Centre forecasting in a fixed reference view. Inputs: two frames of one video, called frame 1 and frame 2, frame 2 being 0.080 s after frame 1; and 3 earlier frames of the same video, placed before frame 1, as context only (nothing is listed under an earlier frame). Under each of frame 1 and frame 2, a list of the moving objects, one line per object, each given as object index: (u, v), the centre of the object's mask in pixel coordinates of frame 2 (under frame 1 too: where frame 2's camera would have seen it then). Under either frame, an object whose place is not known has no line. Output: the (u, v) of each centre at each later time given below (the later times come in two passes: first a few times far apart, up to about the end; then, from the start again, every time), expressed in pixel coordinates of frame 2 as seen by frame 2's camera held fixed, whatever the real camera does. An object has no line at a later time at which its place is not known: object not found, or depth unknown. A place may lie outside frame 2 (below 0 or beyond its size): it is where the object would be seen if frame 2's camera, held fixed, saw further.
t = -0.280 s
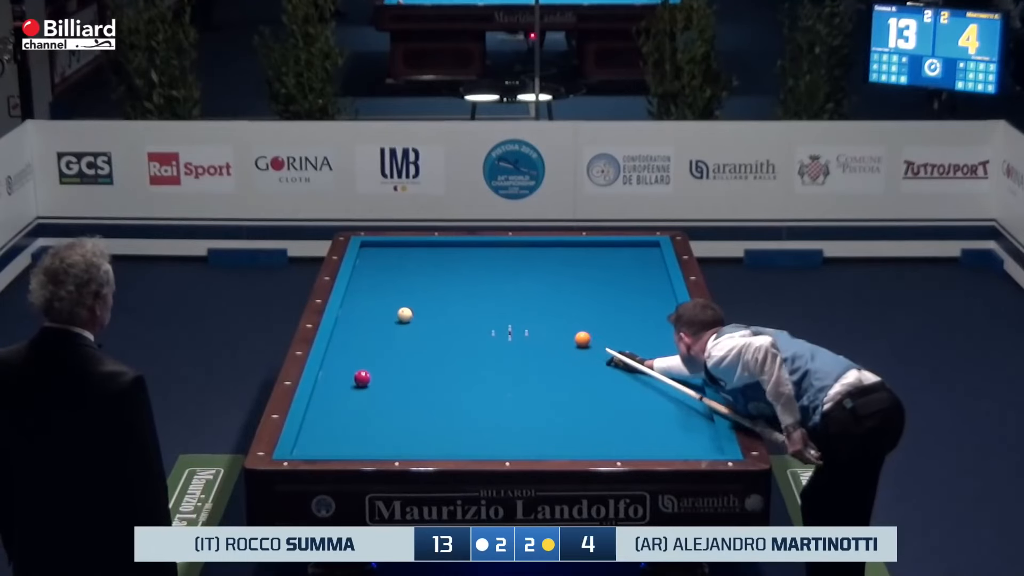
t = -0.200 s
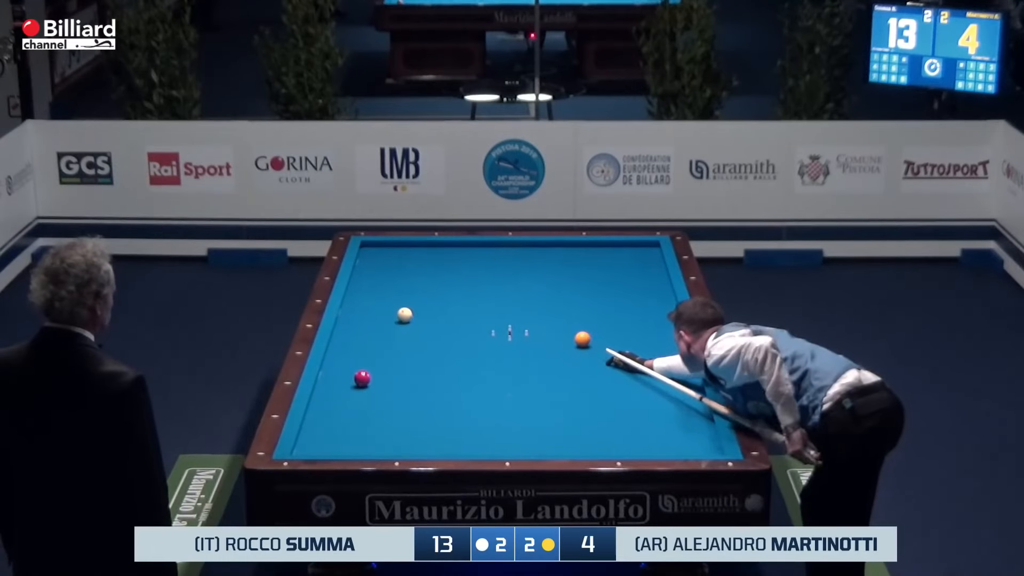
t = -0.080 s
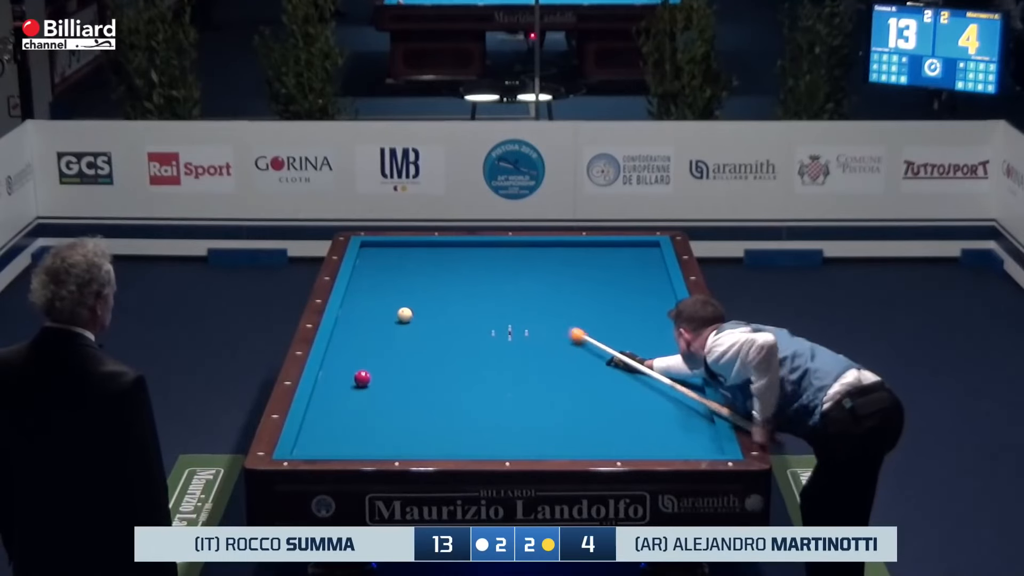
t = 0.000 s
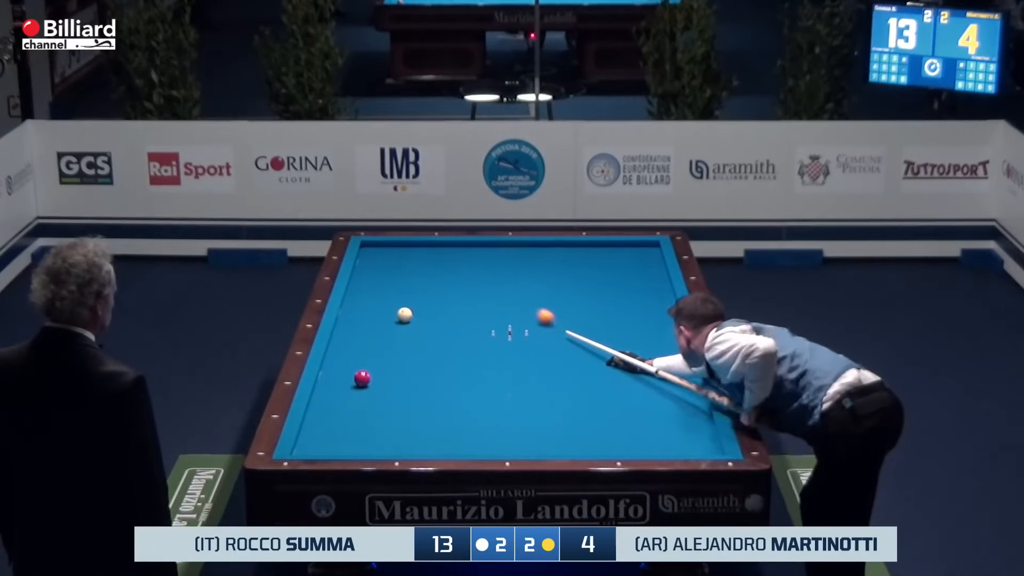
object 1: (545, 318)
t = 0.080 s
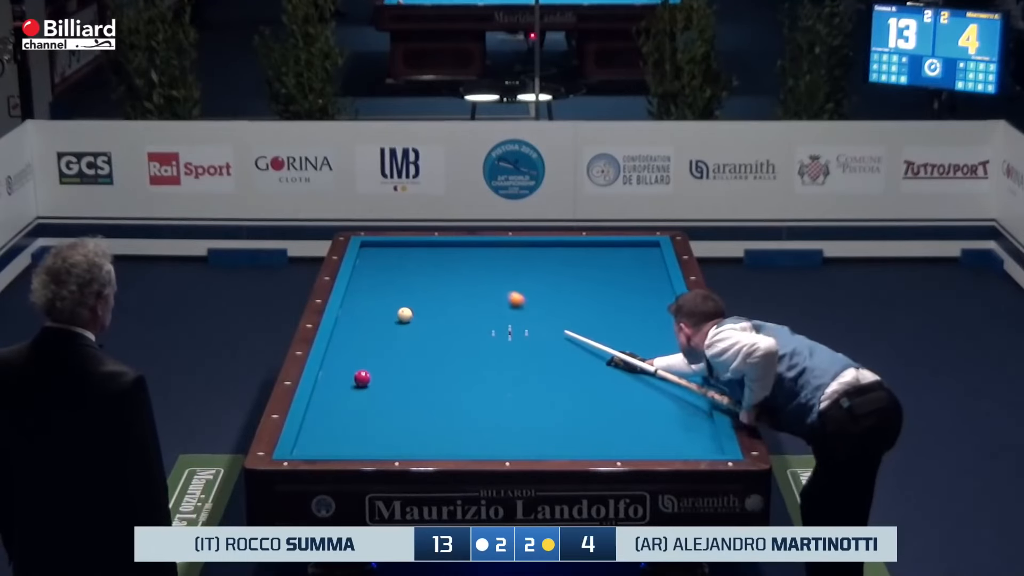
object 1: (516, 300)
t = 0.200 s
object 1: (477, 277)
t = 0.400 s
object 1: (420, 243)
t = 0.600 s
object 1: (376, 270)
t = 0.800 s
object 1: (366, 296)
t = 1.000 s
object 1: (389, 319)
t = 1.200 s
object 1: (406, 341)
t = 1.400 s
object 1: (424, 364)
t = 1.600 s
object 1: (442, 387)
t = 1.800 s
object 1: (462, 414)
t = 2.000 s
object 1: (484, 441)
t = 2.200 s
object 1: (516, 444)
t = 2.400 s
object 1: (555, 426)
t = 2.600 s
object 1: (590, 411)
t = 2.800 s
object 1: (624, 397)
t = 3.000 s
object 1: (656, 384)
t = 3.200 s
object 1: (686, 371)
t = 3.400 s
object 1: (670, 360)
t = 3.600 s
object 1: (650, 350)
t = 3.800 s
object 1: (631, 340)
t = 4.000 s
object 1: (612, 330)
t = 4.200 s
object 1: (595, 321)
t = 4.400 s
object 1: (578, 312)
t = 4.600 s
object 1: (562, 304)
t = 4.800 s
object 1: (547, 296)
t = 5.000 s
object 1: (532, 288)
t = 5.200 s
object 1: (518, 281)
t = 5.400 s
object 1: (505, 274)
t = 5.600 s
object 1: (492, 267)
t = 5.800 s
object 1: (479, 261)
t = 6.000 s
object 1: (468, 254)
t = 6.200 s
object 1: (456, 248)
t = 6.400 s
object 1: (445, 244)
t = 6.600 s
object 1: (431, 247)
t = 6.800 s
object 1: (417, 250)
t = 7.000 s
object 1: (403, 253)
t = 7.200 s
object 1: (389, 257)
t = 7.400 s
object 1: (376, 260)
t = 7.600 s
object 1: (362, 263)
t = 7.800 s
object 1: (366, 266)
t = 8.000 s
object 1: (372, 269)
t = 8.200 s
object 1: (378, 272)
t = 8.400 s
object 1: (384, 274)
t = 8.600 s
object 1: (390, 277)
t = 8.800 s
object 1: (396, 280)
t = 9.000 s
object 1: (401, 282)
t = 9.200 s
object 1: (407, 285)
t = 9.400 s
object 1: (412, 288)
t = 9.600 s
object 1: (417, 290)
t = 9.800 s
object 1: (422, 292)
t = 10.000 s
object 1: (427, 295)
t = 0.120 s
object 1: (502, 292)
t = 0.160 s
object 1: (489, 285)
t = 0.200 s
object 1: (477, 277)
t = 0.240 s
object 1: (465, 270)
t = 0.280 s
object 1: (453, 263)
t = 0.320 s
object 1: (441, 256)
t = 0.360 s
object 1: (430, 249)
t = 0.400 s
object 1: (420, 243)
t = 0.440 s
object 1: (411, 248)
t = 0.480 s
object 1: (403, 253)
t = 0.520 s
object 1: (394, 259)
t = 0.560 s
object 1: (385, 264)
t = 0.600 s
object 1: (376, 270)
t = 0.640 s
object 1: (367, 276)
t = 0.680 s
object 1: (358, 281)
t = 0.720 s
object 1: (356, 287)
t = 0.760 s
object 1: (361, 291)
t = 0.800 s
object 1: (366, 296)
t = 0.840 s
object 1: (371, 301)
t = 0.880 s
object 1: (376, 306)
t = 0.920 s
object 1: (380, 310)
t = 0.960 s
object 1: (385, 315)
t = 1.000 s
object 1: (389, 319)
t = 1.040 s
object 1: (392, 324)
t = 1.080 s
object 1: (396, 328)
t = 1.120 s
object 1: (400, 333)
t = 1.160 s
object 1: (403, 337)
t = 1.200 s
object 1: (406, 341)
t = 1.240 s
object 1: (410, 345)
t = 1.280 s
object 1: (413, 350)
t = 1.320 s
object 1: (416, 354)
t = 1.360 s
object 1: (420, 359)
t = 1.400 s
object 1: (424, 364)
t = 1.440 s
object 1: (427, 368)
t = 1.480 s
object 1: (431, 373)
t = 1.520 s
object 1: (434, 378)
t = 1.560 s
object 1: (438, 383)
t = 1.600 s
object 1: (442, 387)
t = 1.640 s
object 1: (446, 393)
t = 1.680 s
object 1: (450, 398)
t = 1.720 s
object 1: (454, 403)
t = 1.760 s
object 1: (458, 408)
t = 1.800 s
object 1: (462, 414)
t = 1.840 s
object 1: (466, 419)
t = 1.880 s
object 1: (470, 425)
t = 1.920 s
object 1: (475, 430)
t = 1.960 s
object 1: (479, 436)
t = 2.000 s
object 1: (484, 441)
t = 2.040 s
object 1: (488, 446)
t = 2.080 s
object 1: (492, 450)
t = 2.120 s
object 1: (499, 450)
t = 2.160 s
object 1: (508, 447)
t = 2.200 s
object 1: (516, 444)
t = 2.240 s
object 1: (524, 440)
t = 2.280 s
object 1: (532, 436)
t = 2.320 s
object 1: (540, 432)
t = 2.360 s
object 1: (547, 429)
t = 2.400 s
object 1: (555, 426)
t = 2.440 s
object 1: (562, 423)
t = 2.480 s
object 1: (569, 420)
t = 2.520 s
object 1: (576, 417)
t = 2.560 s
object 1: (583, 414)
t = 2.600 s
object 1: (590, 411)
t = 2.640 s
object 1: (597, 408)
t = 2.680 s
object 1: (604, 406)
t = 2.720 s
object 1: (611, 403)
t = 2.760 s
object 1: (617, 400)
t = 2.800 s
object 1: (624, 397)
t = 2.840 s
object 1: (630, 395)
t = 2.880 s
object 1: (637, 392)
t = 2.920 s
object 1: (643, 389)
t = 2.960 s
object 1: (649, 387)
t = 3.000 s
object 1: (656, 384)
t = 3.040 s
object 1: (661, 381)
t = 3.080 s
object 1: (668, 379)
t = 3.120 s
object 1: (674, 376)
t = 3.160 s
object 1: (680, 374)
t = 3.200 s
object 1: (686, 371)
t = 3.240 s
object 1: (690, 369)
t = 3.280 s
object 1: (685, 367)
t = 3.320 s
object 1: (679, 365)
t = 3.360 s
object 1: (674, 362)
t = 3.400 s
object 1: (670, 360)
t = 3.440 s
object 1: (666, 358)
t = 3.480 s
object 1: (662, 356)
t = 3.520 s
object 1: (658, 354)
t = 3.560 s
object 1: (654, 352)
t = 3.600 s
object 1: (650, 350)
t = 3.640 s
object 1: (646, 348)
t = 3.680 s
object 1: (642, 346)
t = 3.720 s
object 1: (638, 344)
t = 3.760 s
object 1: (635, 342)
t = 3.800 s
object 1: (631, 340)
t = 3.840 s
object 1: (627, 338)
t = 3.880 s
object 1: (623, 336)
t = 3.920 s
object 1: (620, 334)
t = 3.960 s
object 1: (616, 332)
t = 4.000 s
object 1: (612, 330)
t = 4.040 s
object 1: (609, 328)
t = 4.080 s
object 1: (605, 326)
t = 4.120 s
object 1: (602, 325)
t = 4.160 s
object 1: (598, 323)
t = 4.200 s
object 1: (595, 321)
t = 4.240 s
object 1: (591, 319)
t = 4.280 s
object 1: (588, 317)
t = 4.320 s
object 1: (585, 316)
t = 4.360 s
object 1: (581, 314)
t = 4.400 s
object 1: (578, 312)
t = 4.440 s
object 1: (575, 310)
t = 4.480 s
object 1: (571, 309)
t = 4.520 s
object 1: (568, 307)
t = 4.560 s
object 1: (565, 305)
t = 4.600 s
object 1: (562, 304)
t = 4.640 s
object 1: (559, 302)
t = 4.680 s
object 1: (556, 301)
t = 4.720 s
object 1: (553, 299)
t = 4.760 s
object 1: (550, 297)
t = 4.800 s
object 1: (547, 296)
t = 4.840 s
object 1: (544, 294)
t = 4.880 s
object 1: (541, 293)
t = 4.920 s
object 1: (538, 291)
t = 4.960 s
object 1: (535, 290)
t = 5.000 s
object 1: (532, 288)
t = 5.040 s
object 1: (529, 287)
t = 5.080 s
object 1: (527, 285)
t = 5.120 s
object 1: (524, 284)
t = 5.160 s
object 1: (521, 282)
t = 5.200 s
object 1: (518, 281)
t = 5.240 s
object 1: (515, 279)
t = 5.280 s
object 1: (513, 278)
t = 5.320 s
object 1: (510, 277)
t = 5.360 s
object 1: (507, 275)
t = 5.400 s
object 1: (505, 274)
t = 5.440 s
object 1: (502, 272)
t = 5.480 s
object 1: (499, 271)
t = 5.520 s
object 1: (497, 270)
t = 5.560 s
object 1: (494, 268)
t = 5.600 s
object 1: (492, 267)
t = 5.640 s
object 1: (489, 266)
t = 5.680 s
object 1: (487, 264)
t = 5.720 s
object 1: (484, 263)
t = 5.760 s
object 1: (482, 262)
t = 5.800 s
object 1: (479, 261)
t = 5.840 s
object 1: (477, 259)
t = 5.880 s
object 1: (475, 258)
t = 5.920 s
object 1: (472, 257)
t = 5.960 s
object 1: (470, 256)
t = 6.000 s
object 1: (468, 254)
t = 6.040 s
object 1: (465, 253)
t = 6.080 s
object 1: (463, 252)
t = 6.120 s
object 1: (461, 251)
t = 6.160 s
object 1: (459, 250)
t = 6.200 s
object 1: (456, 248)
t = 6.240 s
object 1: (454, 247)
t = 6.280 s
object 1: (452, 246)
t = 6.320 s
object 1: (449, 245)
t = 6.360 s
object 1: (447, 244)
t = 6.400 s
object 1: (445, 244)
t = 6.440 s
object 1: (442, 245)
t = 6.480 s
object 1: (439, 245)
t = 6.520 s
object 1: (436, 246)
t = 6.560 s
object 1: (433, 246)
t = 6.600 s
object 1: (431, 247)
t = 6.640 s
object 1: (428, 248)
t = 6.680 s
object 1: (425, 248)
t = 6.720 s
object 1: (422, 249)
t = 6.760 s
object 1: (419, 250)
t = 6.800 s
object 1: (417, 250)
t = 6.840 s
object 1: (414, 251)
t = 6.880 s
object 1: (411, 251)
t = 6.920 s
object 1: (408, 252)
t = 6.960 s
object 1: (406, 253)
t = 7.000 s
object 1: (403, 253)
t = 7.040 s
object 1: (400, 254)
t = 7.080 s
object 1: (397, 255)
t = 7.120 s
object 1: (395, 255)
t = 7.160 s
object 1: (392, 256)
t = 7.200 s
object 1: (389, 257)
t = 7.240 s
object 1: (387, 257)
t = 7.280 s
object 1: (384, 258)
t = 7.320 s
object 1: (381, 259)
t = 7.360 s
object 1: (378, 259)
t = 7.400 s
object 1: (376, 260)
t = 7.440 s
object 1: (373, 260)
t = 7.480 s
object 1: (370, 261)
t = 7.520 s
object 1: (367, 262)
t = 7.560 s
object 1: (365, 262)
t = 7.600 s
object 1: (362, 263)
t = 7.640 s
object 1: (361, 263)
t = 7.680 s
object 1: (362, 264)
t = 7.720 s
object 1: (363, 265)
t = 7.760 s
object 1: (364, 265)
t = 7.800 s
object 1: (366, 266)
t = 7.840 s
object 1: (367, 266)
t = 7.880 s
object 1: (368, 267)
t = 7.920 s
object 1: (370, 268)
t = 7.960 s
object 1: (371, 268)
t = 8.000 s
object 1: (372, 269)
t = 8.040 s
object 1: (373, 269)
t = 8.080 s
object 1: (374, 270)
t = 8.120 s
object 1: (376, 270)
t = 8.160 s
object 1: (377, 271)
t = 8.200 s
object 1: (378, 272)
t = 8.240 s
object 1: (379, 272)
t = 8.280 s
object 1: (380, 273)
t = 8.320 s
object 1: (382, 273)
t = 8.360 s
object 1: (383, 274)
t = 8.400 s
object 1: (384, 274)
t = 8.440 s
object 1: (385, 275)
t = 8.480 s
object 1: (386, 275)
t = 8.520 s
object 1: (387, 276)
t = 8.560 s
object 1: (389, 276)
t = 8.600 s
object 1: (390, 277)
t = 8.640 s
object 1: (391, 278)
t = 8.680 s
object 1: (392, 278)
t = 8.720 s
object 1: (393, 279)
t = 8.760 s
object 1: (394, 279)
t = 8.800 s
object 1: (396, 280)
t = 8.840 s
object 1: (397, 280)
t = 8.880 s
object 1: (398, 281)
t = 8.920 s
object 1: (399, 281)
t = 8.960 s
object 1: (400, 282)
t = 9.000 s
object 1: (401, 282)
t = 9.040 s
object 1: (402, 283)
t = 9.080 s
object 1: (403, 283)
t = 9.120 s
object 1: (405, 284)
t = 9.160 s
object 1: (406, 284)
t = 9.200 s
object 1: (407, 285)
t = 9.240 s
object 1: (408, 285)
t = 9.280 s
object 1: (409, 286)
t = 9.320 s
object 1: (410, 286)
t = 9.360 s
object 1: (411, 287)
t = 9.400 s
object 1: (412, 288)
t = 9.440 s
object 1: (413, 288)
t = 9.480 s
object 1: (414, 288)
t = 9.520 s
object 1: (415, 289)
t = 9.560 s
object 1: (416, 289)
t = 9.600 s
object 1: (417, 290)
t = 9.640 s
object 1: (418, 290)
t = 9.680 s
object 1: (419, 291)
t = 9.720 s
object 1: (420, 291)
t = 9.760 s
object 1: (421, 292)
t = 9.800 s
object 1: (422, 292)
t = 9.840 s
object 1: (423, 293)
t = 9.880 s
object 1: (424, 293)
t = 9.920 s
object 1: (425, 294)
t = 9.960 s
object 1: (426, 294)
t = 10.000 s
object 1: (427, 295)
